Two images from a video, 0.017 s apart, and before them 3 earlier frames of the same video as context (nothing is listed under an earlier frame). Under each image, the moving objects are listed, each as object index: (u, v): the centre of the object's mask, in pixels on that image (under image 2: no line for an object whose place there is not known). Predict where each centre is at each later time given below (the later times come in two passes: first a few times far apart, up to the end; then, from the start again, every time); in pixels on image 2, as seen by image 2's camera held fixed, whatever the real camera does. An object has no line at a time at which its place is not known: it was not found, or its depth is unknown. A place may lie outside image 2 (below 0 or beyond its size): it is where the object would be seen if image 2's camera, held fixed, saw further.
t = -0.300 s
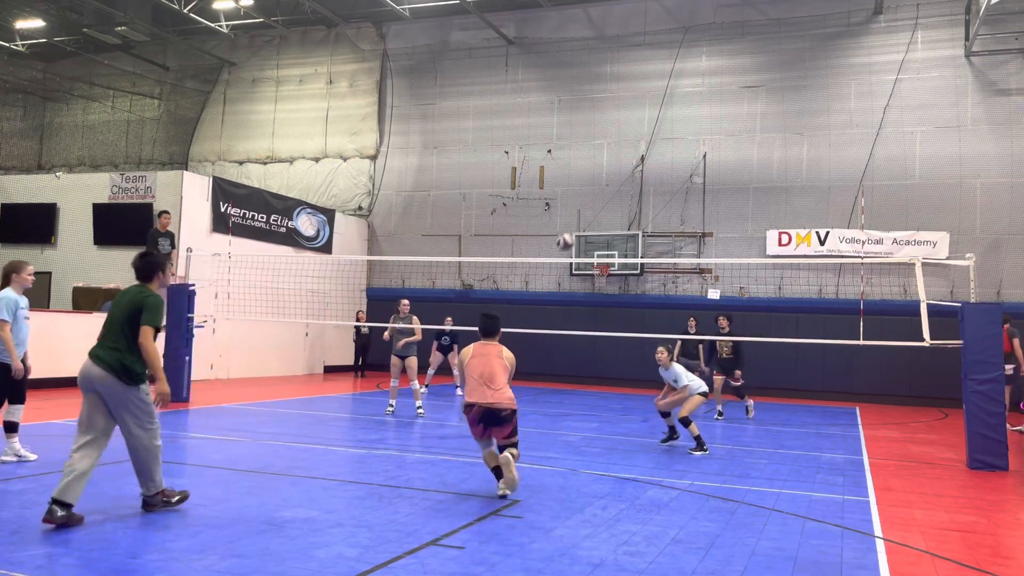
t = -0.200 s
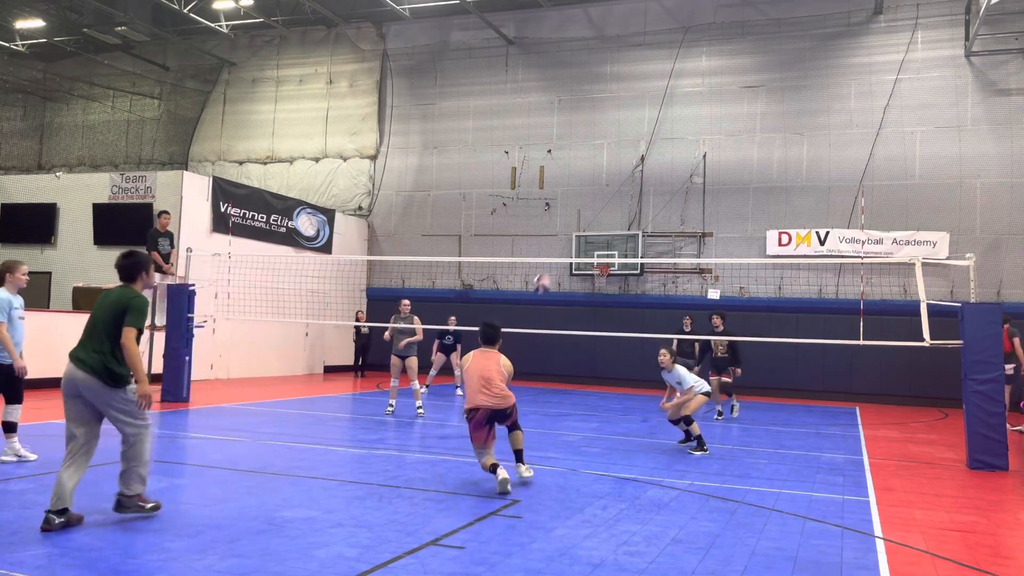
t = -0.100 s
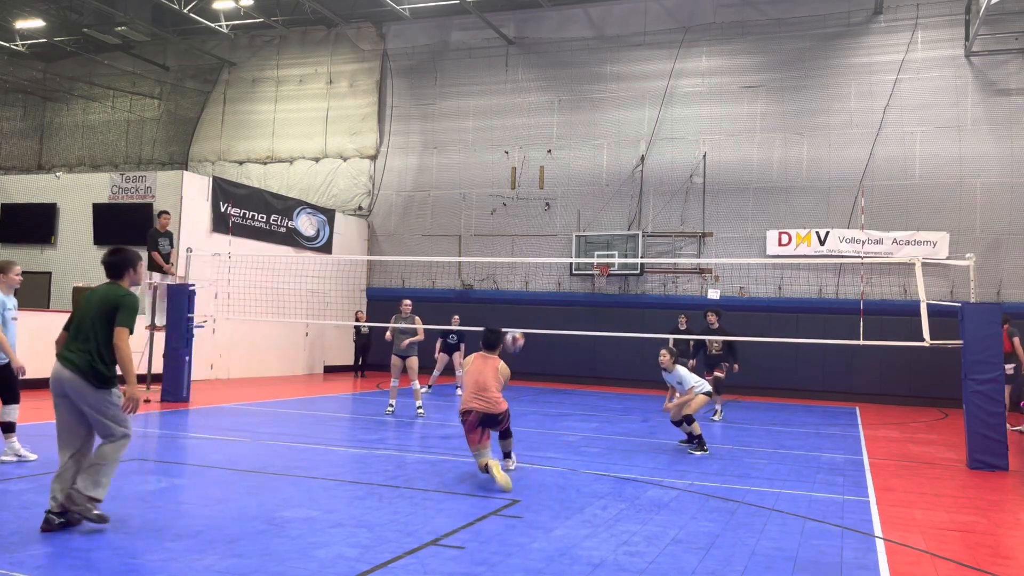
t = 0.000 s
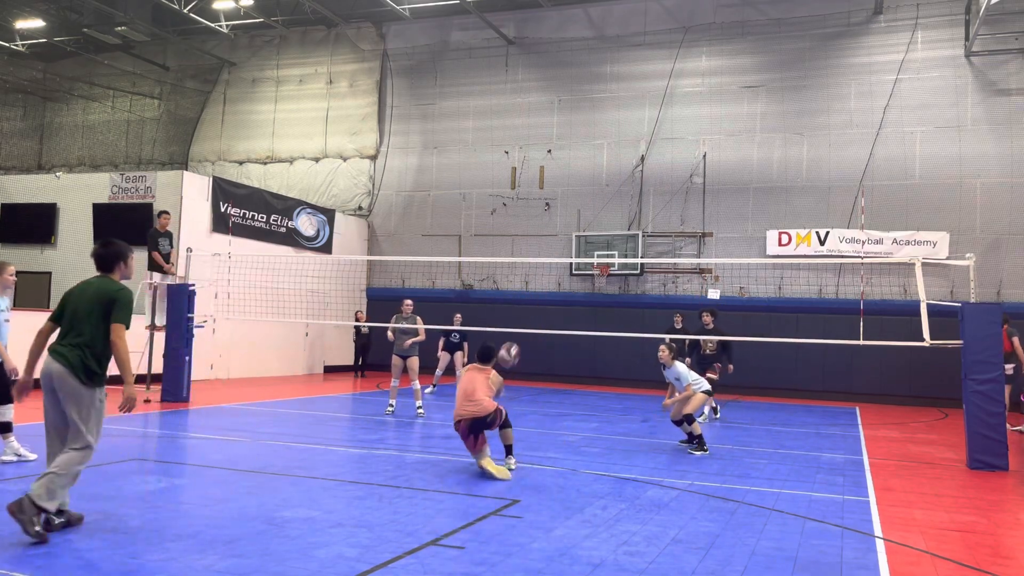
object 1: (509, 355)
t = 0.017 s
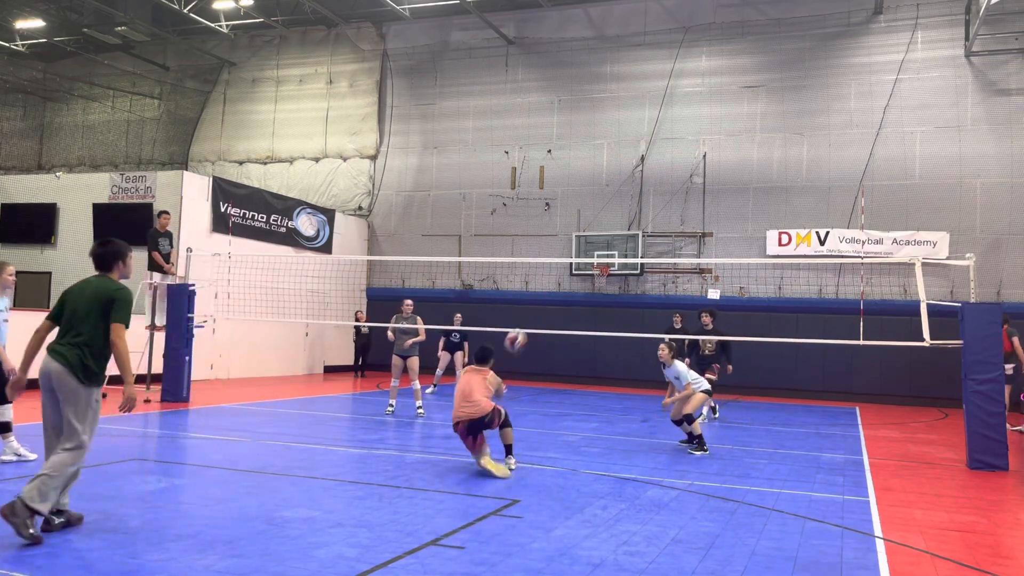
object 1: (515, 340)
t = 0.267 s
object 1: (611, 176)
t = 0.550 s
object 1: (705, 73)
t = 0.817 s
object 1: (782, 44)
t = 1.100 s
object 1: (858, 78)
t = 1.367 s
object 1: (923, 166)
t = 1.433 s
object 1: (938, 196)
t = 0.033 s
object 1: (523, 326)
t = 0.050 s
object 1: (529, 314)
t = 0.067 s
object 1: (535, 302)
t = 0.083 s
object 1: (542, 288)
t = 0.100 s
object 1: (549, 275)
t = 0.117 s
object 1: (555, 265)
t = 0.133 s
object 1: (562, 253)
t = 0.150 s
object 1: (568, 242)
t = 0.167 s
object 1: (574, 231)
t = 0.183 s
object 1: (580, 221)
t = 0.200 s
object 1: (587, 211)
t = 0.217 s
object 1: (592, 202)
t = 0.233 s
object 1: (598, 193)
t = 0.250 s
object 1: (604, 183)
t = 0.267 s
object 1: (611, 176)
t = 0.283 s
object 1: (617, 167)
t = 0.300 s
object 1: (623, 159)
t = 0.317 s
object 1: (628, 151)
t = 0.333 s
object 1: (634, 144)
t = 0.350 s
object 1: (639, 137)
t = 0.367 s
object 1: (645, 130)
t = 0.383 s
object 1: (651, 122)
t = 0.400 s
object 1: (656, 118)
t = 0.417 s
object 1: (661, 112)
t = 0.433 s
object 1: (668, 105)
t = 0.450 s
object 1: (673, 100)
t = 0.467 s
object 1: (678, 95)
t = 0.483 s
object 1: (683, 90)
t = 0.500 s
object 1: (689, 85)
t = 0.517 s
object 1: (694, 81)
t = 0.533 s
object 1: (699, 77)
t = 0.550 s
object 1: (705, 73)
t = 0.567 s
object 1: (709, 69)
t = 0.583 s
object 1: (714, 65)
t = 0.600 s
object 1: (719, 62)
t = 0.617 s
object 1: (725, 59)
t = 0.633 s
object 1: (730, 56)
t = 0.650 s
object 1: (734, 54)
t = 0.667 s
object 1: (739, 52)
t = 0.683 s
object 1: (743, 51)
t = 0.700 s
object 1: (749, 49)
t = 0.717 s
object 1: (754, 48)
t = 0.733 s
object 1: (759, 46)
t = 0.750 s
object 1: (764, 45)
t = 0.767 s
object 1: (768, 44)
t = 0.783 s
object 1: (773, 44)
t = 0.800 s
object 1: (777, 44)
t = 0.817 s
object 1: (782, 44)
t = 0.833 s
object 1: (787, 44)
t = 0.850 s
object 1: (792, 45)
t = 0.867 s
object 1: (796, 45)
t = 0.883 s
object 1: (801, 46)
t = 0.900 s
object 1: (805, 47)
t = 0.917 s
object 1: (810, 49)
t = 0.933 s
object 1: (813, 50)
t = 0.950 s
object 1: (819, 52)
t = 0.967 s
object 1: (824, 54)
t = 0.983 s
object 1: (828, 57)
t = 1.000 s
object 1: (832, 59)
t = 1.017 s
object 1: (836, 62)
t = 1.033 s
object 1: (841, 65)
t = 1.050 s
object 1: (844, 68)
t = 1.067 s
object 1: (850, 71)
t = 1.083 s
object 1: (853, 76)
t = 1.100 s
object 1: (858, 78)
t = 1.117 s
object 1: (862, 82)
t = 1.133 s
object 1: (867, 87)
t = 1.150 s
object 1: (870, 92)
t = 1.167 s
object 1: (874, 97)
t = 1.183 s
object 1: (879, 101)
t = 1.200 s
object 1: (883, 106)
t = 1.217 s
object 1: (887, 111)
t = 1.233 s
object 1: (891, 116)
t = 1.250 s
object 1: (895, 122)
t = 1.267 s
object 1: (898, 128)
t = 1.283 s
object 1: (903, 134)
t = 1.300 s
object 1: (907, 140)
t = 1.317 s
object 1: (911, 146)
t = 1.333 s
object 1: (914, 153)
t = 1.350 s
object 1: (919, 160)
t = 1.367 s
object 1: (923, 166)
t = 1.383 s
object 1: (927, 175)
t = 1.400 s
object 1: (930, 181)
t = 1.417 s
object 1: (934, 189)
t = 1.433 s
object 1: (938, 196)
